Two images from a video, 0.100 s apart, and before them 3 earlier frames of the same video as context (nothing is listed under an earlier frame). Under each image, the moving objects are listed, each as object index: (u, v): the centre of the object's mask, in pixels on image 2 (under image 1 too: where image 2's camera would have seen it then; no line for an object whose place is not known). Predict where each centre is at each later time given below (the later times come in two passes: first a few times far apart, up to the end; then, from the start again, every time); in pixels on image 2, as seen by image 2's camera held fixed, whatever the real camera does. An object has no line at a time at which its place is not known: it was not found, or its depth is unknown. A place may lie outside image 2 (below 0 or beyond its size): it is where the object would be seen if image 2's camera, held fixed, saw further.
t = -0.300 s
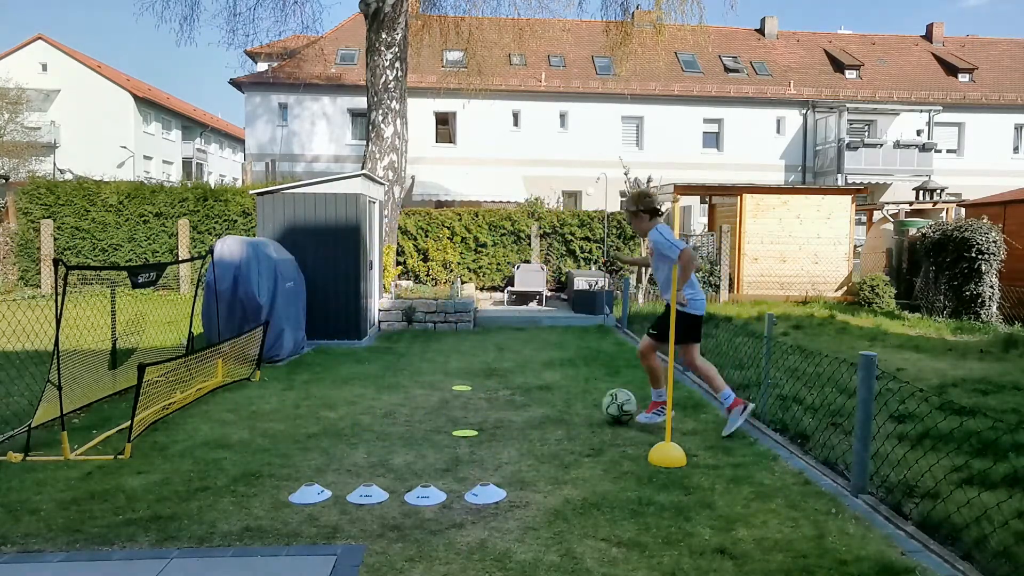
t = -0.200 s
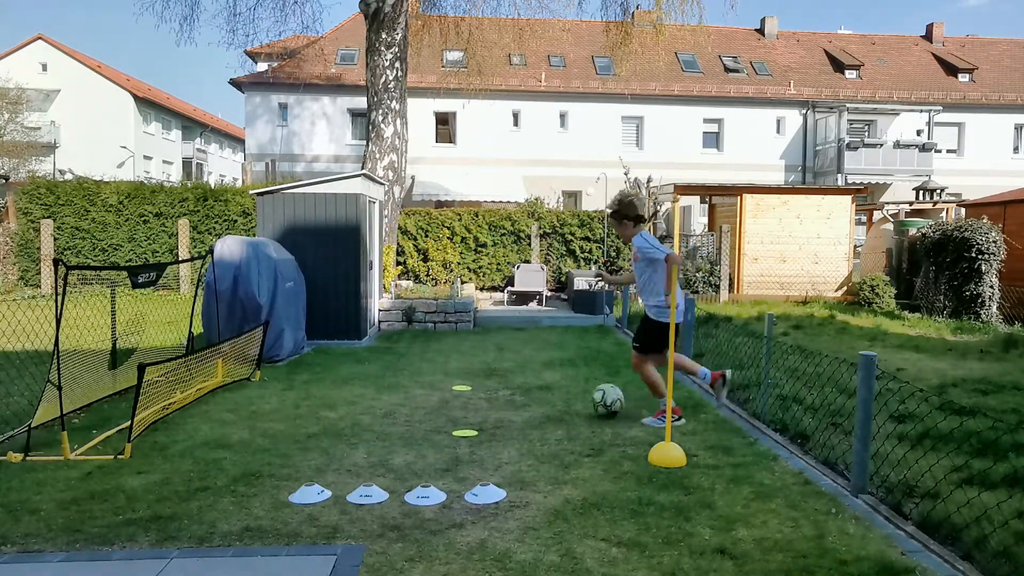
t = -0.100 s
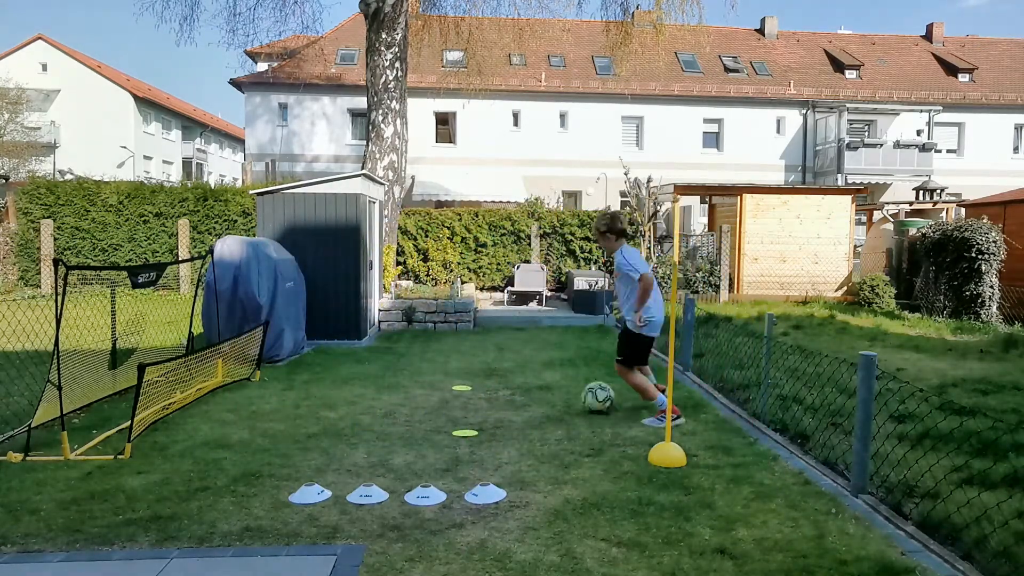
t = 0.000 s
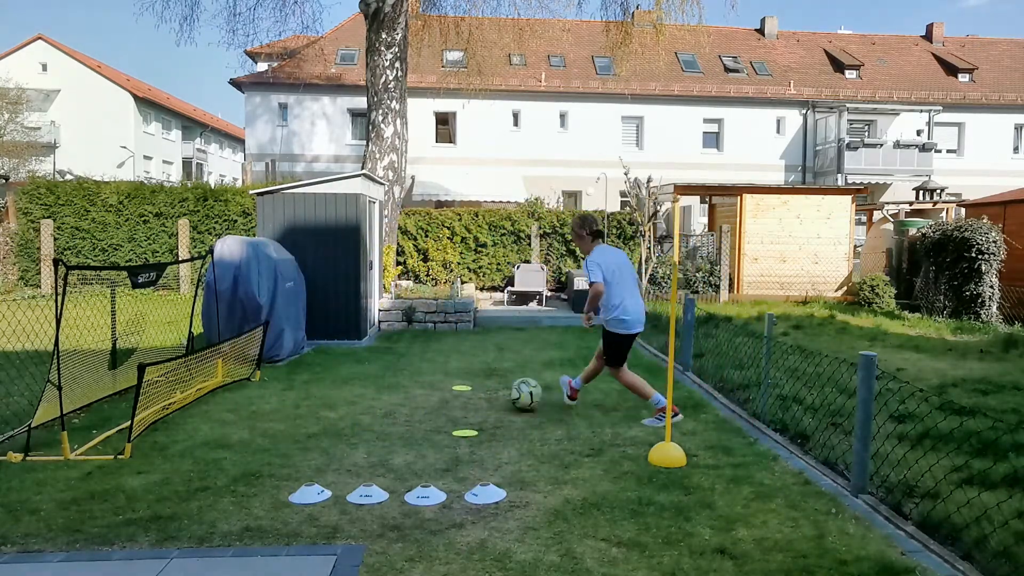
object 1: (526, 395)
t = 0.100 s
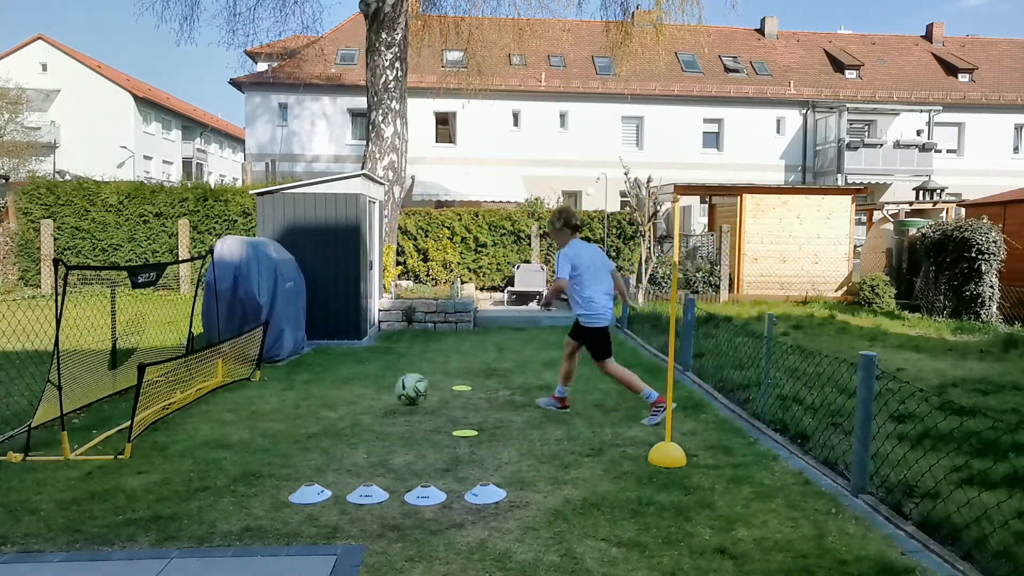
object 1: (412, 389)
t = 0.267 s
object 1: (228, 398)
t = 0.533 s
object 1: (261, 385)
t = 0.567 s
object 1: (282, 387)
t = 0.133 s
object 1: (374, 391)
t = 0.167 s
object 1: (335, 395)
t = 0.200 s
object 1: (296, 401)
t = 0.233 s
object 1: (262, 399)
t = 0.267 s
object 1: (228, 398)
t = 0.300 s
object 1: (196, 399)
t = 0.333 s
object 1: (167, 401)
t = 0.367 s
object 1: (159, 399)
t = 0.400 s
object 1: (175, 394)
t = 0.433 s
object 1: (197, 389)
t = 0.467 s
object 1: (219, 386)
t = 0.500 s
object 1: (240, 384)
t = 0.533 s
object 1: (261, 385)
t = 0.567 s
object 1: (282, 387)
